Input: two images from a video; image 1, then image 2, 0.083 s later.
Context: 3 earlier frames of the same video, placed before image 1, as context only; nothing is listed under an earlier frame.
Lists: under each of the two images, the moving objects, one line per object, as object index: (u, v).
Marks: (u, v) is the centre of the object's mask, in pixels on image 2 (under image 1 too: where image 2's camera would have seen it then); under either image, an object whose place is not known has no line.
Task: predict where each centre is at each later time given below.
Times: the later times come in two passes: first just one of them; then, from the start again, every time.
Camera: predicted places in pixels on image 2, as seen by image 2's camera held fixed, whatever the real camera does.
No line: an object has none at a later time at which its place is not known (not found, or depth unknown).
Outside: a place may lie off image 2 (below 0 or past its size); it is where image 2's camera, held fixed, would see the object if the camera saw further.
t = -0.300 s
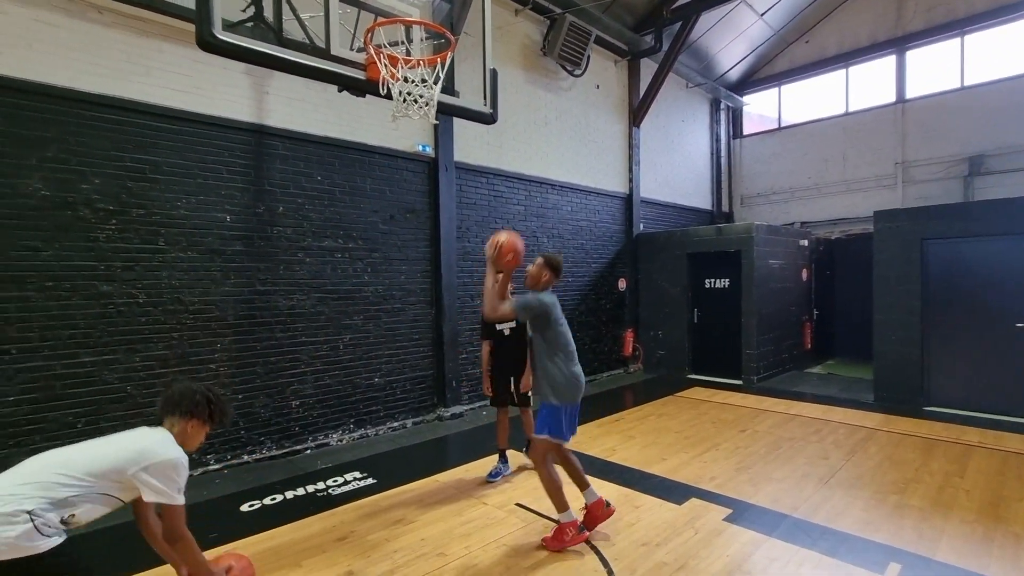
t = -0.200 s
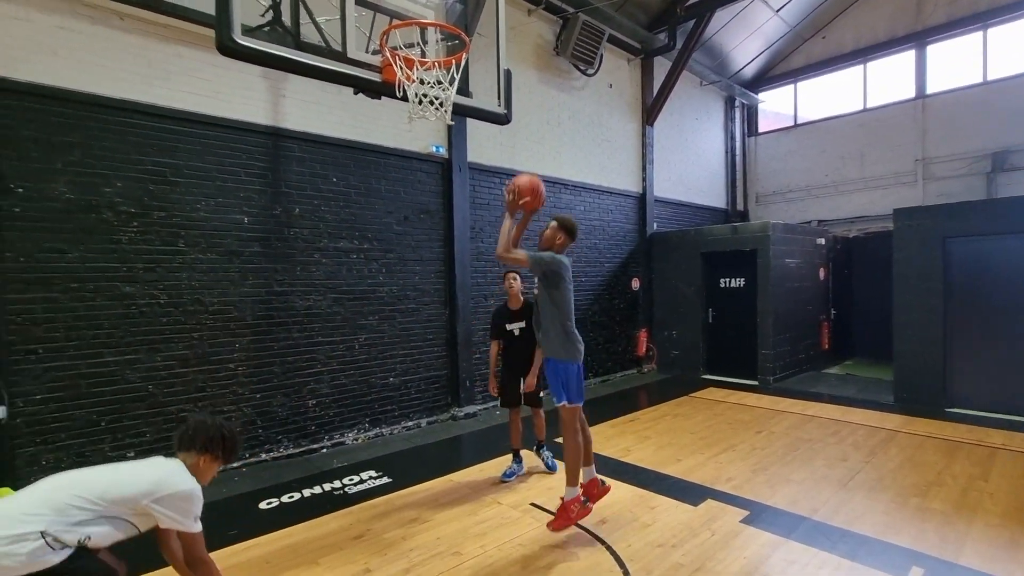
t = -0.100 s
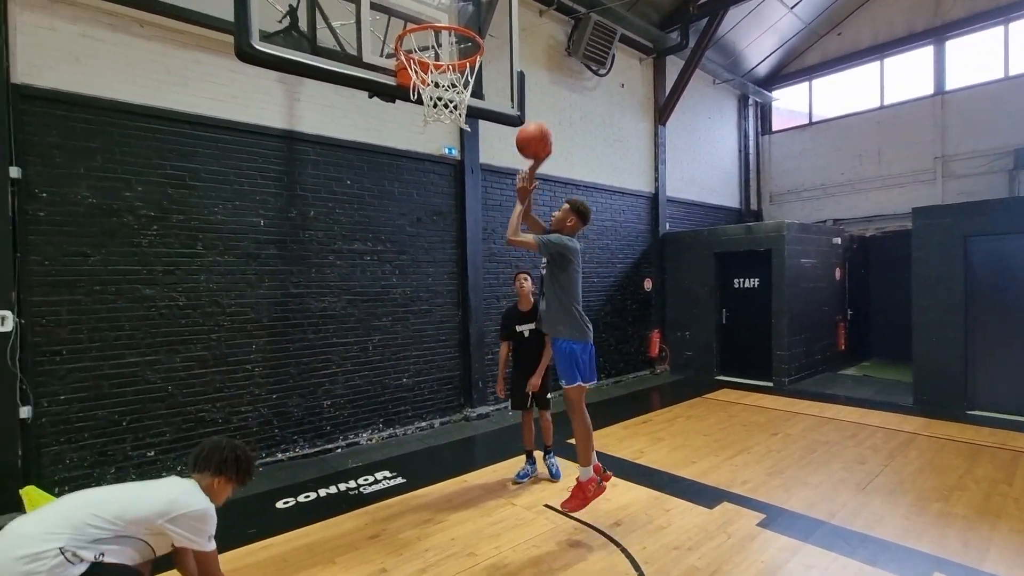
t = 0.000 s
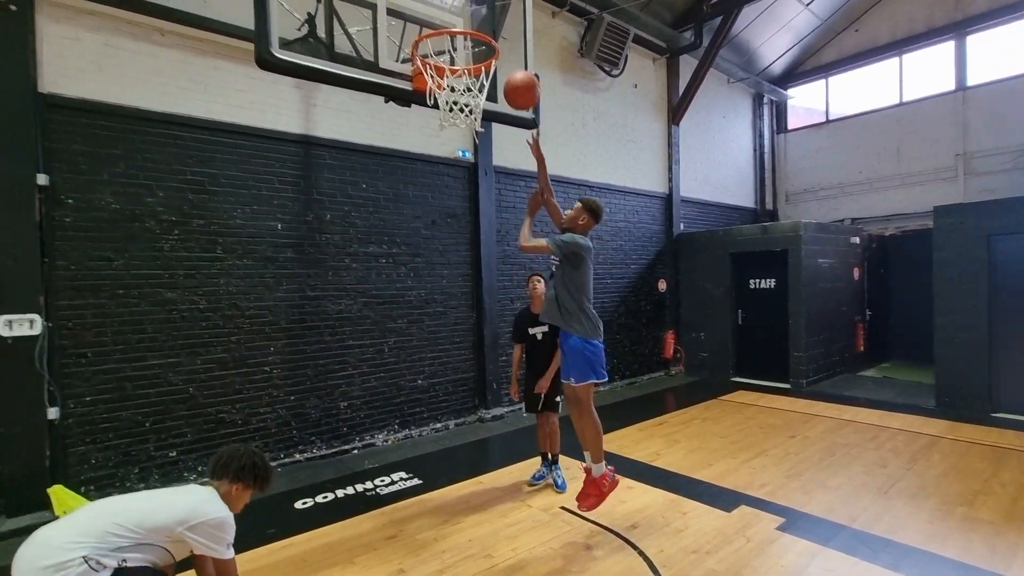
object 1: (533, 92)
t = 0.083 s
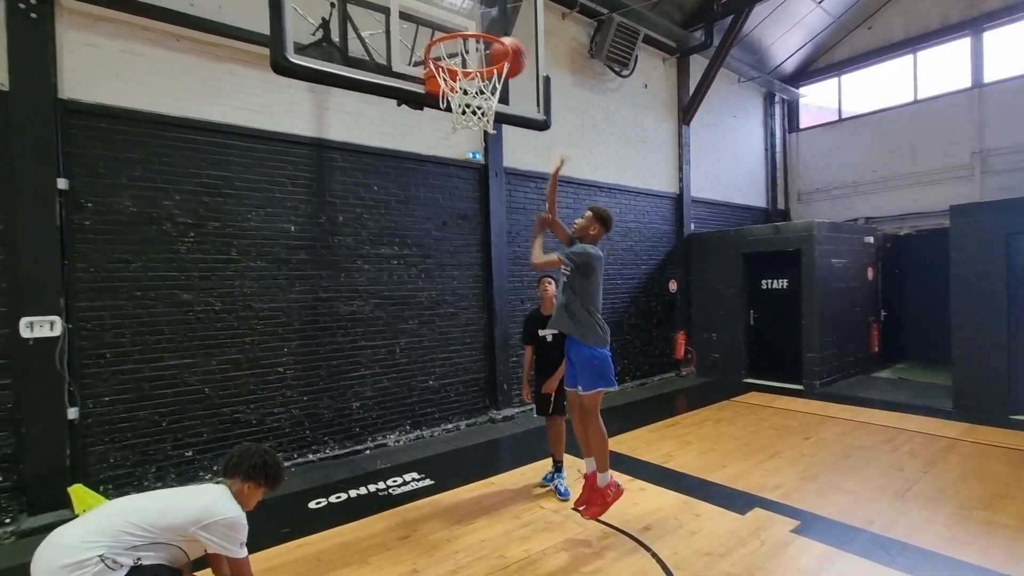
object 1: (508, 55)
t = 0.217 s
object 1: (476, 20)
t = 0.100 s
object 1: (502, 50)
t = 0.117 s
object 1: (497, 47)
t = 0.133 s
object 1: (493, 44)
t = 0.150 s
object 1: (488, 36)
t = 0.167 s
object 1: (483, 32)
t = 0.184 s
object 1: (478, 26)
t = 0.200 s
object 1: (478, 21)
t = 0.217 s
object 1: (476, 20)
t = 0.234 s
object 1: (475, 19)
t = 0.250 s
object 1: (474, 17)
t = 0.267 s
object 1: (473, 16)
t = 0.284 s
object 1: (472, 16)
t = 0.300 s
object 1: (471, 16)
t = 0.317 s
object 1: (469, 16)
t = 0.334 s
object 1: (468, 16)
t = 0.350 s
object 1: (467, 16)
